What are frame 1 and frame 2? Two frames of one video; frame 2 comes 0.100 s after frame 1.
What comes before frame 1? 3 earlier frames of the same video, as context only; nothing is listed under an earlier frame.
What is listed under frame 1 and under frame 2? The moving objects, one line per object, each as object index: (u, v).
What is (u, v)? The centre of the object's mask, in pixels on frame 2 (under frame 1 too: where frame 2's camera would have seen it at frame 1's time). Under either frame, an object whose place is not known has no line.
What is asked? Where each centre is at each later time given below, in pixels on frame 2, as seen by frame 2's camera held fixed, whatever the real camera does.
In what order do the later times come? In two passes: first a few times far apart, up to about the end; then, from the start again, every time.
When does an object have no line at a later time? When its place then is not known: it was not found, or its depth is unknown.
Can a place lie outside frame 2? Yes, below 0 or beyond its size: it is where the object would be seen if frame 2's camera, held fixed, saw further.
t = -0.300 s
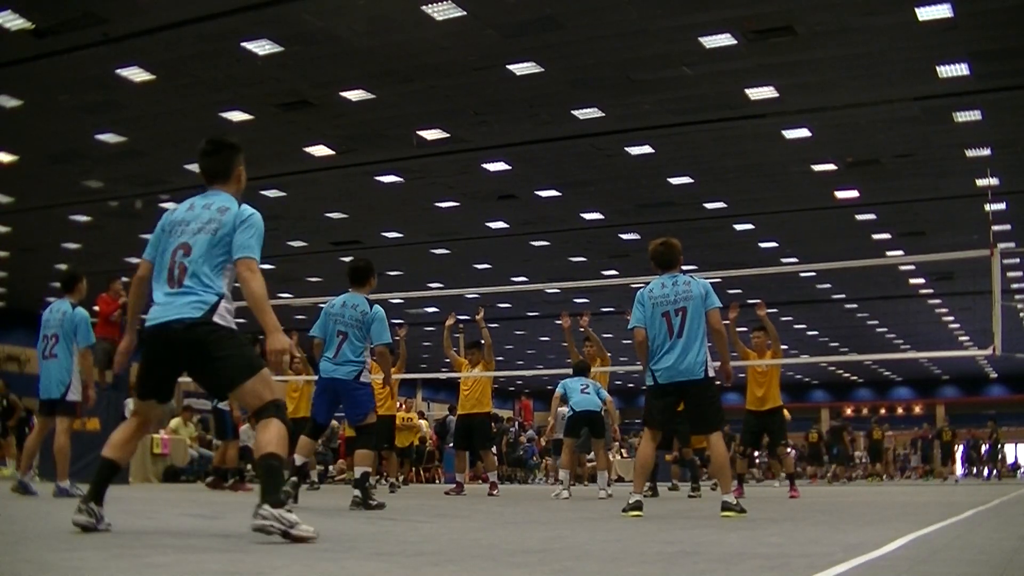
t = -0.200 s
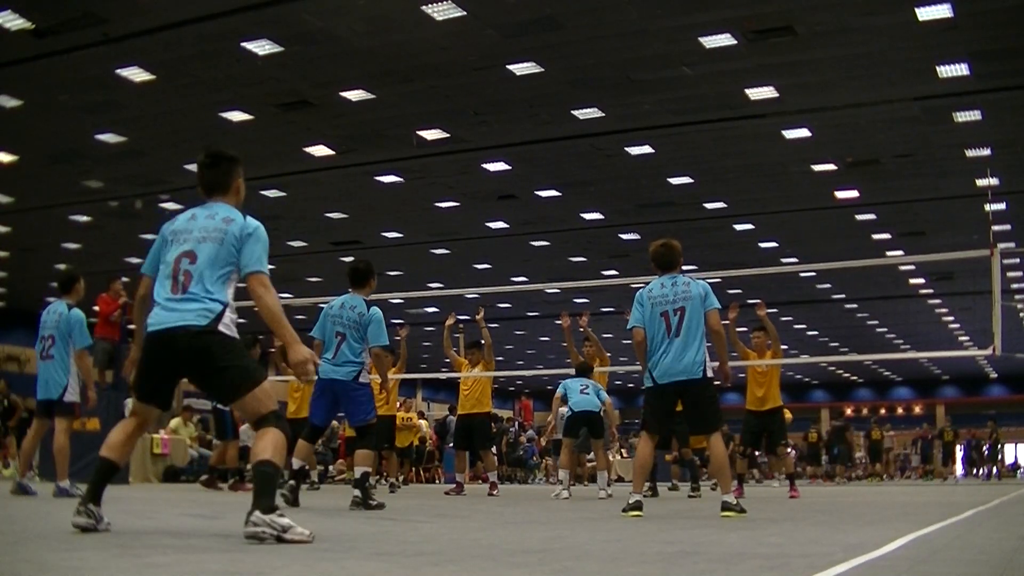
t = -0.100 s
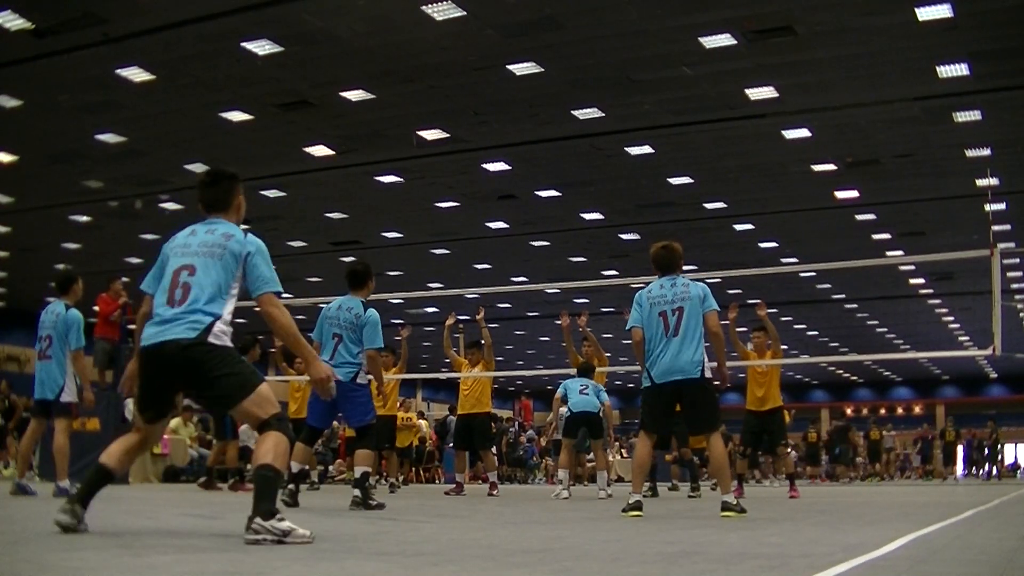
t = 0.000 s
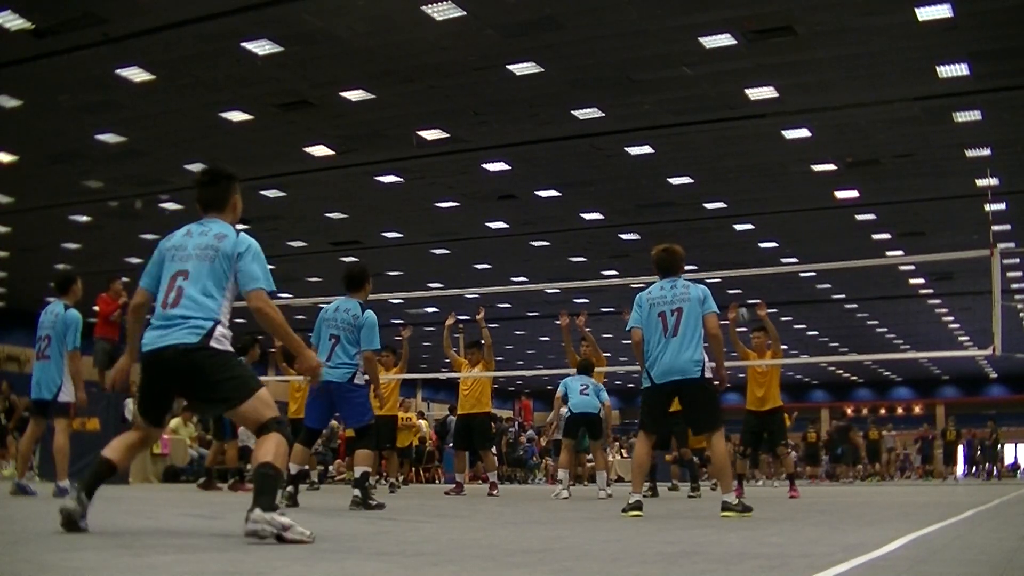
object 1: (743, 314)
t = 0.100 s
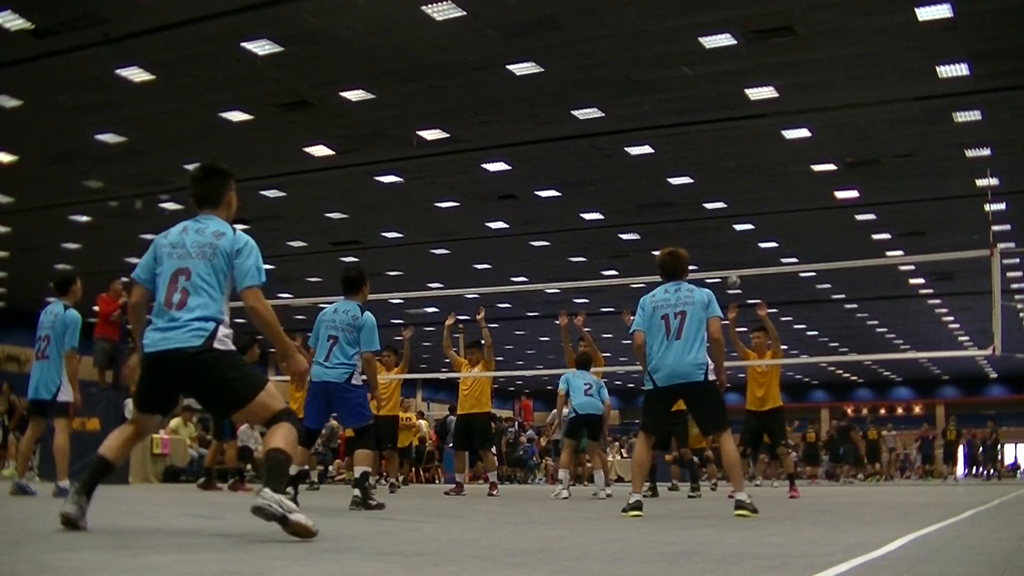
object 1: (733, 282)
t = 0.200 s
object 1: (724, 252)
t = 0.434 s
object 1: (694, 192)
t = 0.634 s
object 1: (664, 157)
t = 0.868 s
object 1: (616, 145)
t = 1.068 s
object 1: (558, 182)
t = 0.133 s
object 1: (730, 267)
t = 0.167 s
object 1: (727, 261)
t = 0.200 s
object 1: (724, 252)
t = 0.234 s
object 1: (720, 242)
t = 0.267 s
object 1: (716, 232)
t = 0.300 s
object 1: (713, 224)
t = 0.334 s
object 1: (708, 216)
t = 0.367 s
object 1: (703, 207)
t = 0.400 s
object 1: (699, 199)
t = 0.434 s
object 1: (694, 192)
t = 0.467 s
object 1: (690, 186)
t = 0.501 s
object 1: (685, 179)
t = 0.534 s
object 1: (680, 172)
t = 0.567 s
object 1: (674, 167)
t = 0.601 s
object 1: (669, 162)
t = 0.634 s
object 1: (664, 157)
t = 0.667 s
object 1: (658, 153)
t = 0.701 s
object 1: (652, 150)
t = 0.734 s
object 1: (645, 147)
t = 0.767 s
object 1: (639, 145)
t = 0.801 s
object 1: (631, 144)
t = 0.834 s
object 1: (624, 144)
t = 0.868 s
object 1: (616, 145)
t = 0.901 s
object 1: (608, 148)
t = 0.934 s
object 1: (600, 151)
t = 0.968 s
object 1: (590, 156)
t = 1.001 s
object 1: (580, 163)
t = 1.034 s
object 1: (569, 172)
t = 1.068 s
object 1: (558, 182)
